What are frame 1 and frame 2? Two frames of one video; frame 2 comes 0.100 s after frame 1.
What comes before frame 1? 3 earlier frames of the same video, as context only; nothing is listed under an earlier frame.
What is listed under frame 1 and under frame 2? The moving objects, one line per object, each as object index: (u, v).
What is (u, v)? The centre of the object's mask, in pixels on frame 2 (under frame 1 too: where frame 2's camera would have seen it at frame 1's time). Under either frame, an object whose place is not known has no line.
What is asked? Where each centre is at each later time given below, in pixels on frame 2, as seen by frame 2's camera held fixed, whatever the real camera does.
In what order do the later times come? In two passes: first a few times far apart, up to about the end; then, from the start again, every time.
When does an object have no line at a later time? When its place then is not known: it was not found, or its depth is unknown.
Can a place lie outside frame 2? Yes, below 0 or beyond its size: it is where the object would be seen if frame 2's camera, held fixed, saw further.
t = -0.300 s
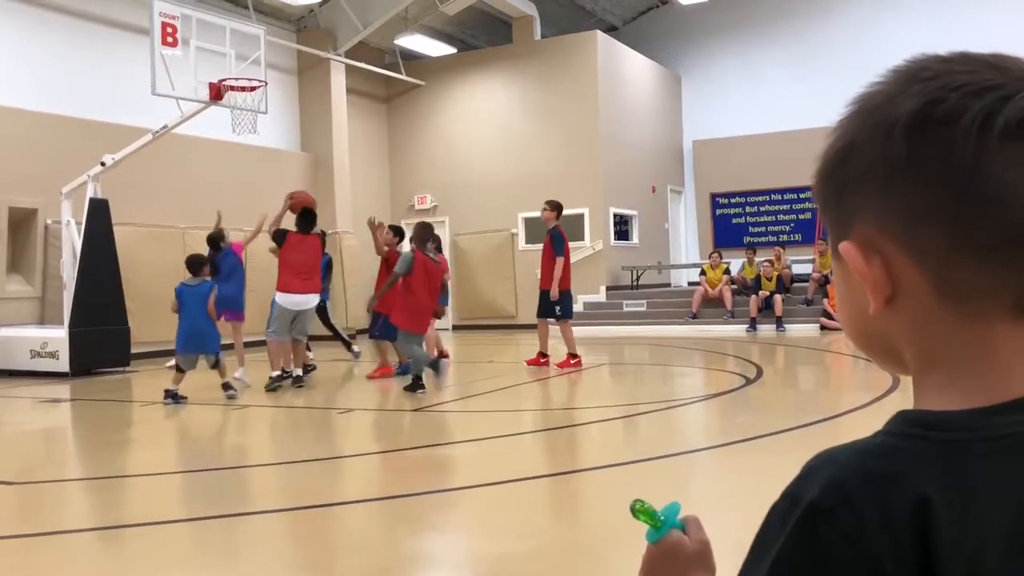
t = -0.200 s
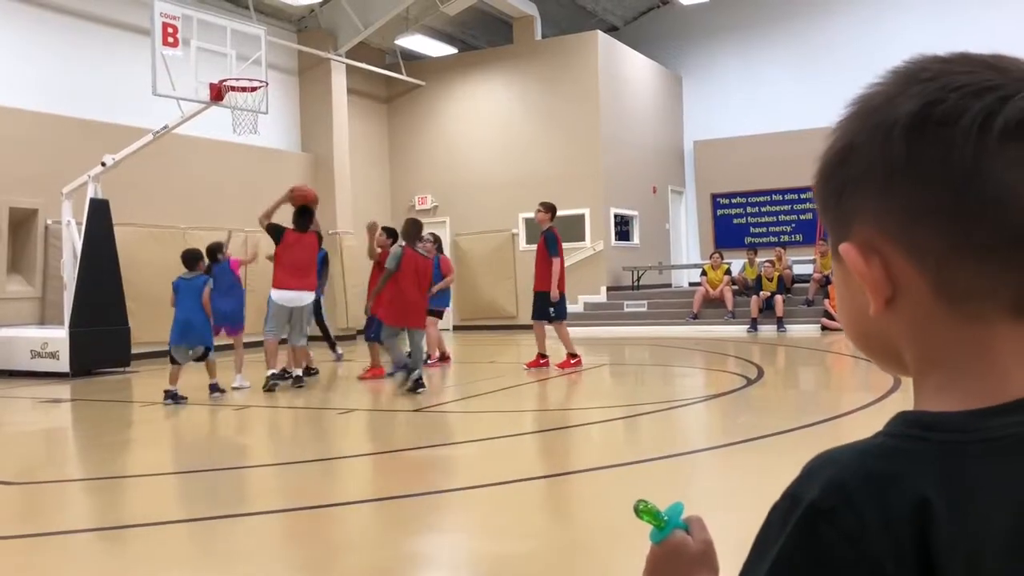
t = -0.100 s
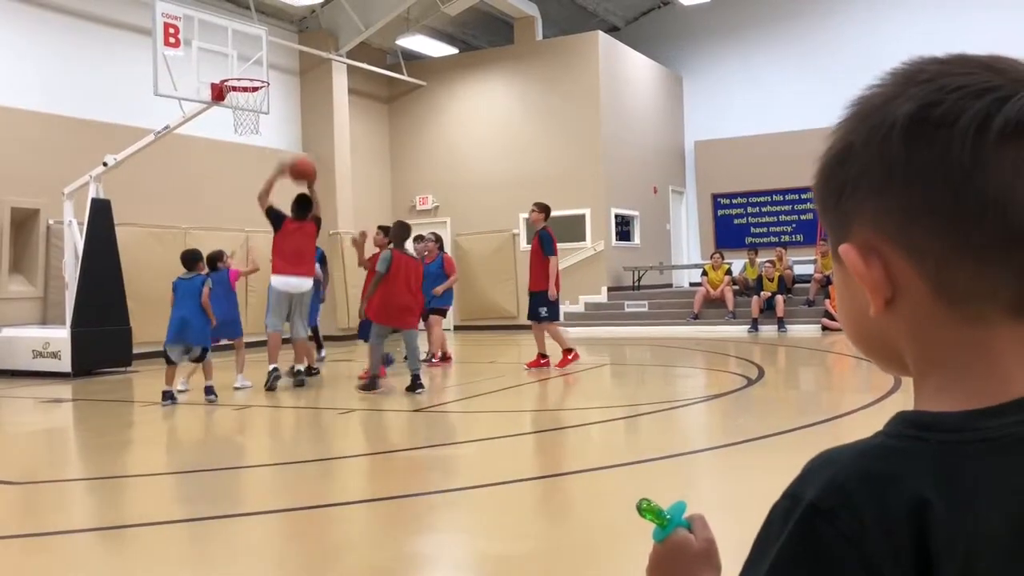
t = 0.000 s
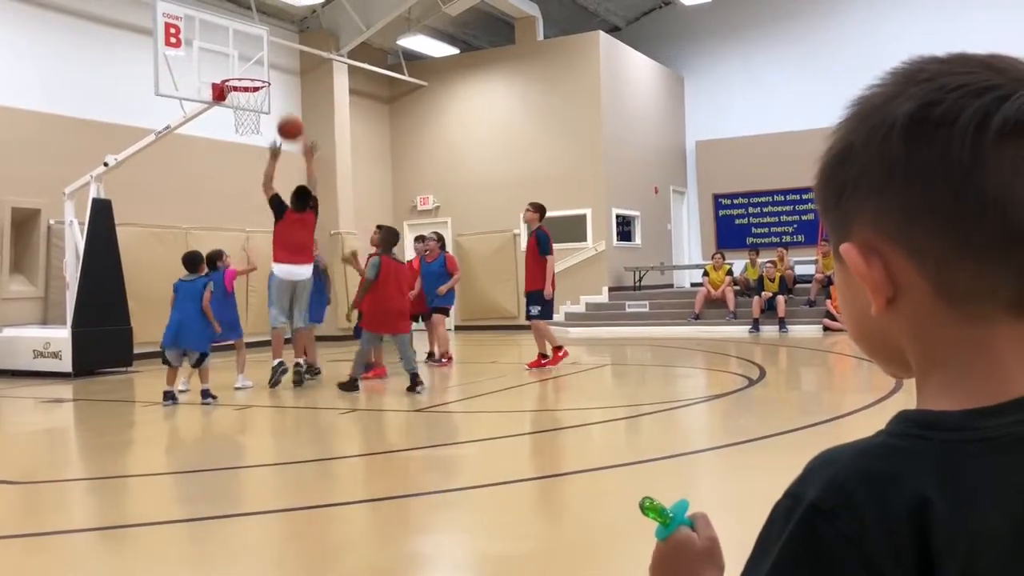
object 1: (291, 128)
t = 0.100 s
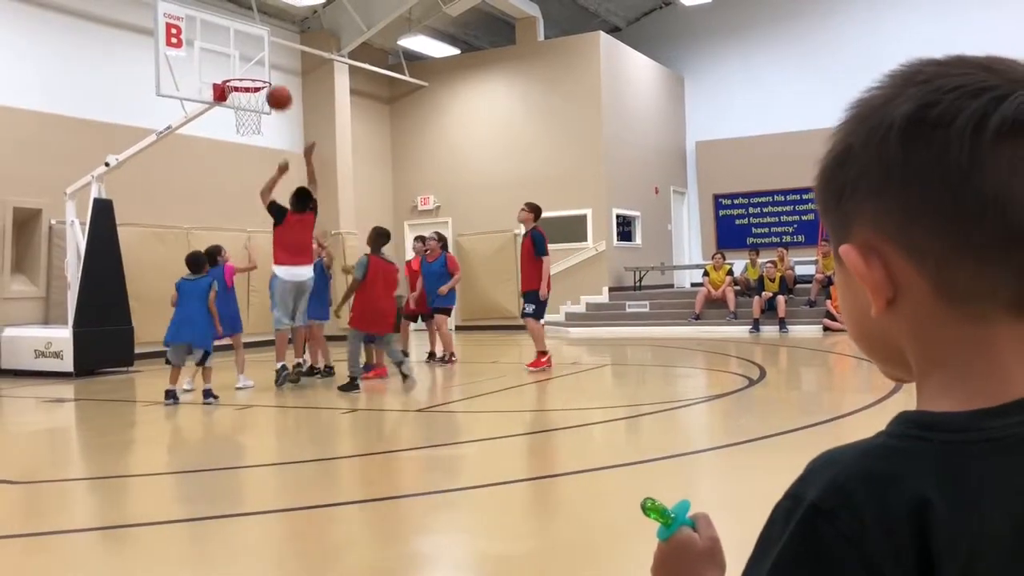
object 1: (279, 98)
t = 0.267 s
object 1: (261, 72)
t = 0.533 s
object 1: (269, 60)
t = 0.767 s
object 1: (279, 108)
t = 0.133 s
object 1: (275, 90)
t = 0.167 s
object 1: (272, 84)
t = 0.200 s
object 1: (268, 79)
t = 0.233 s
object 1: (264, 75)
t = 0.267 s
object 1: (261, 72)
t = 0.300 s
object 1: (261, 67)
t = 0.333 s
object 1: (262, 63)
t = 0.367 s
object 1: (263, 60)
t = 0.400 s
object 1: (264, 58)
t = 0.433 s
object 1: (265, 57)
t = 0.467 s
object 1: (266, 57)
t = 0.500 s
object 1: (267, 58)
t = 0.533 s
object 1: (269, 60)
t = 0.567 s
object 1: (270, 64)
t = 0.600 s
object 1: (271, 68)
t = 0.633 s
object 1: (273, 74)
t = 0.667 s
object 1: (274, 80)
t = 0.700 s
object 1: (276, 89)
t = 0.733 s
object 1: (277, 97)
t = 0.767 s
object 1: (279, 108)
